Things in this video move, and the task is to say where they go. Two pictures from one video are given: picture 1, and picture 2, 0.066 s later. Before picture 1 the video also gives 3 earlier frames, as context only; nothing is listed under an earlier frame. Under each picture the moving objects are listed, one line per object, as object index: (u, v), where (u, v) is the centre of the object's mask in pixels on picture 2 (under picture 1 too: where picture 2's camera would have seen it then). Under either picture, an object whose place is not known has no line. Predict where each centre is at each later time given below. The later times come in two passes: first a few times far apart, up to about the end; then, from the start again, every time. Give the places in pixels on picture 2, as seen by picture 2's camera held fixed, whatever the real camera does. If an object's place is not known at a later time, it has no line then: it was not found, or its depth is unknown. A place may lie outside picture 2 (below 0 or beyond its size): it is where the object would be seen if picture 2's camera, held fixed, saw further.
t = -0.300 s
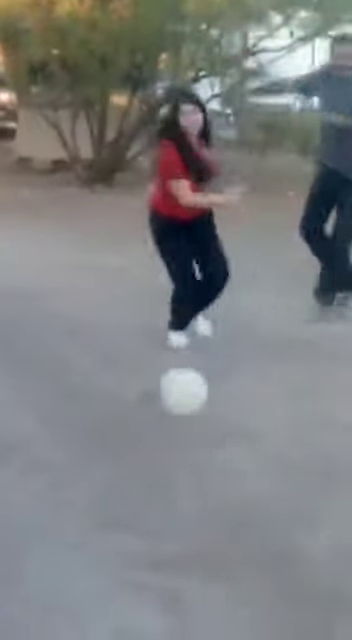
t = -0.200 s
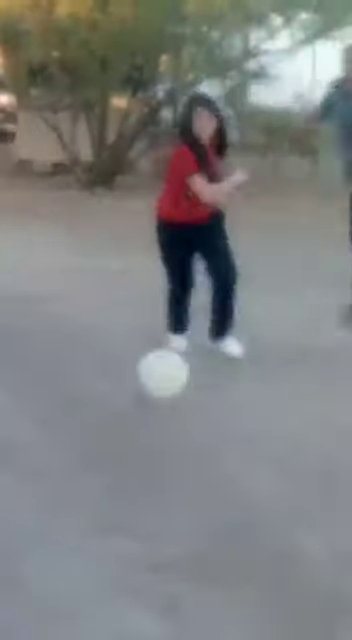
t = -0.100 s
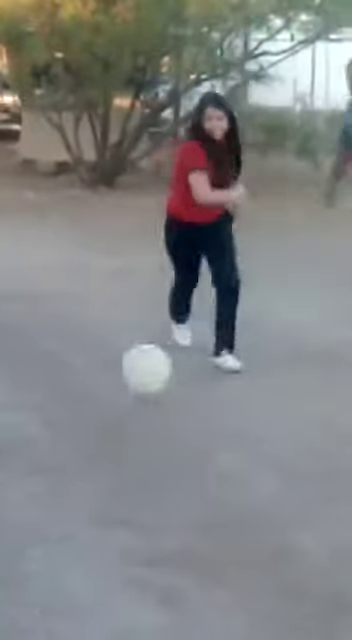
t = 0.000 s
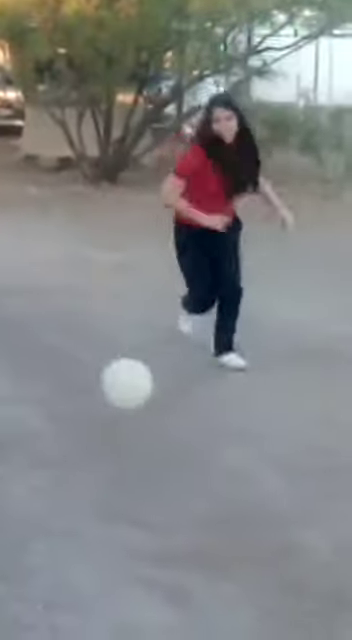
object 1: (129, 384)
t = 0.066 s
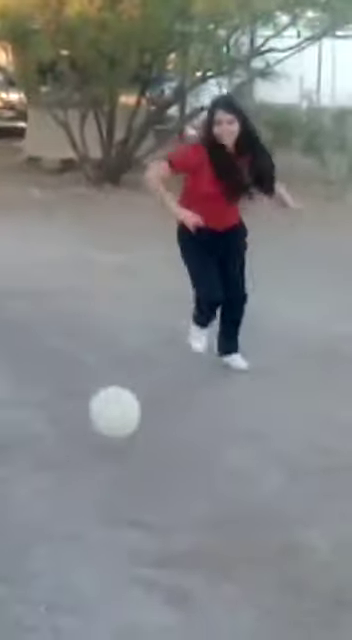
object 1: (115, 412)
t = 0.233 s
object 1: (77, 427)
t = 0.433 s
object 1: (26, 466)
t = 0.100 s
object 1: (107, 428)
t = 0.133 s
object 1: (100, 444)
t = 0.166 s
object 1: (93, 435)
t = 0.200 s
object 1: (86, 430)
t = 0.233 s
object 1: (77, 427)
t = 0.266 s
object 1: (68, 427)
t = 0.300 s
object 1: (59, 429)
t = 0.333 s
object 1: (50, 435)
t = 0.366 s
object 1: (41, 444)
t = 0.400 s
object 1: (32, 453)
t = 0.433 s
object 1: (26, 466)
